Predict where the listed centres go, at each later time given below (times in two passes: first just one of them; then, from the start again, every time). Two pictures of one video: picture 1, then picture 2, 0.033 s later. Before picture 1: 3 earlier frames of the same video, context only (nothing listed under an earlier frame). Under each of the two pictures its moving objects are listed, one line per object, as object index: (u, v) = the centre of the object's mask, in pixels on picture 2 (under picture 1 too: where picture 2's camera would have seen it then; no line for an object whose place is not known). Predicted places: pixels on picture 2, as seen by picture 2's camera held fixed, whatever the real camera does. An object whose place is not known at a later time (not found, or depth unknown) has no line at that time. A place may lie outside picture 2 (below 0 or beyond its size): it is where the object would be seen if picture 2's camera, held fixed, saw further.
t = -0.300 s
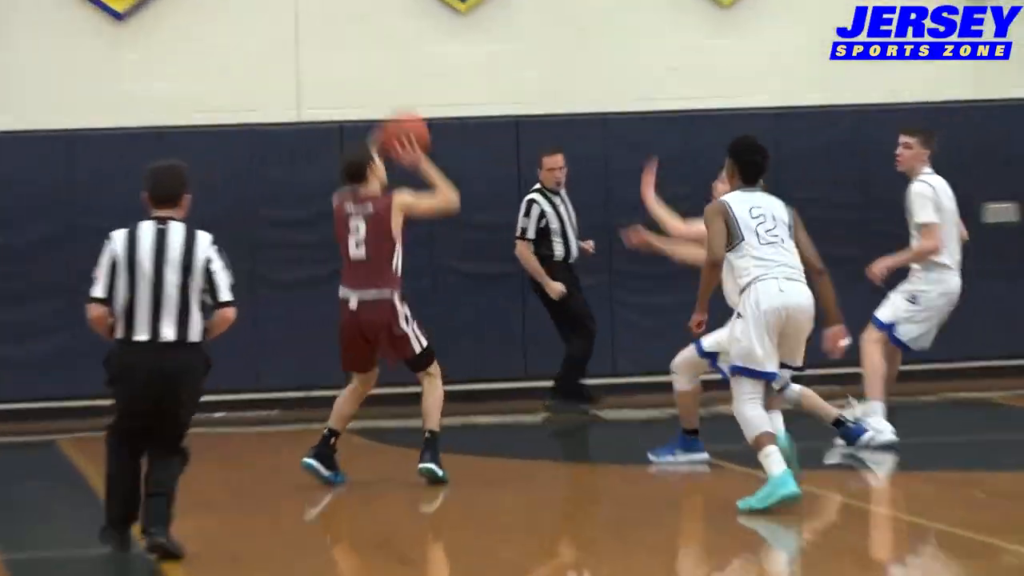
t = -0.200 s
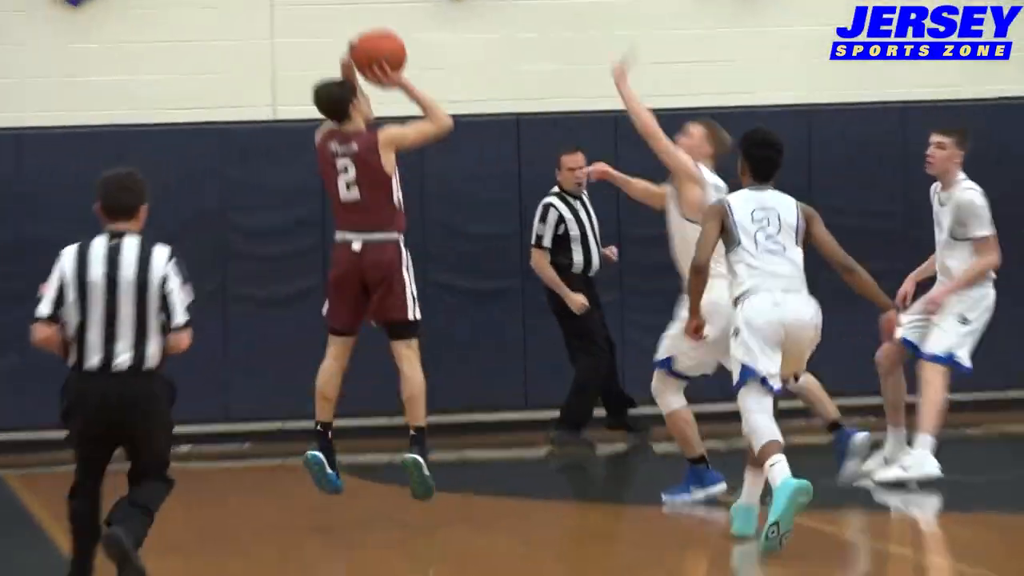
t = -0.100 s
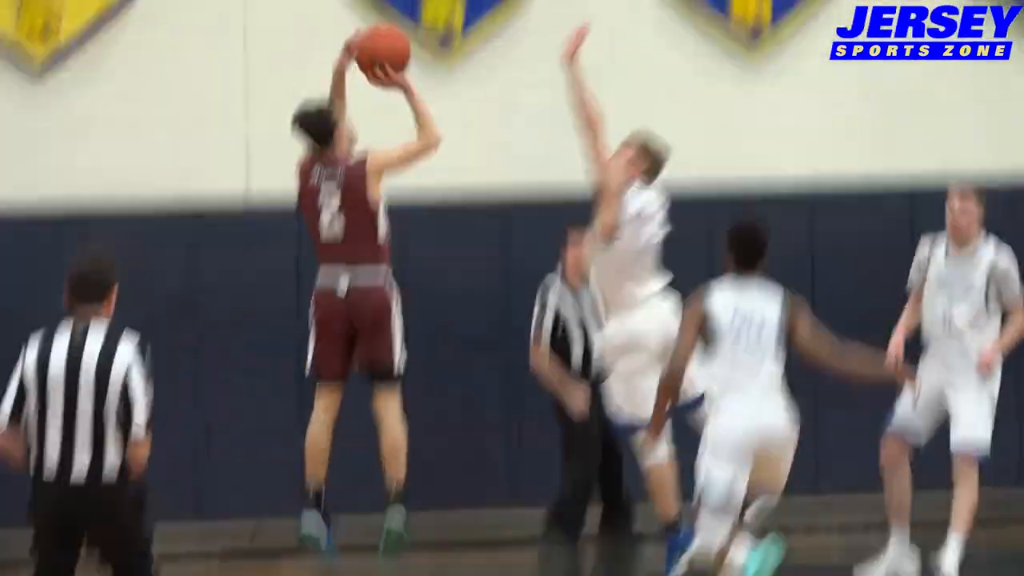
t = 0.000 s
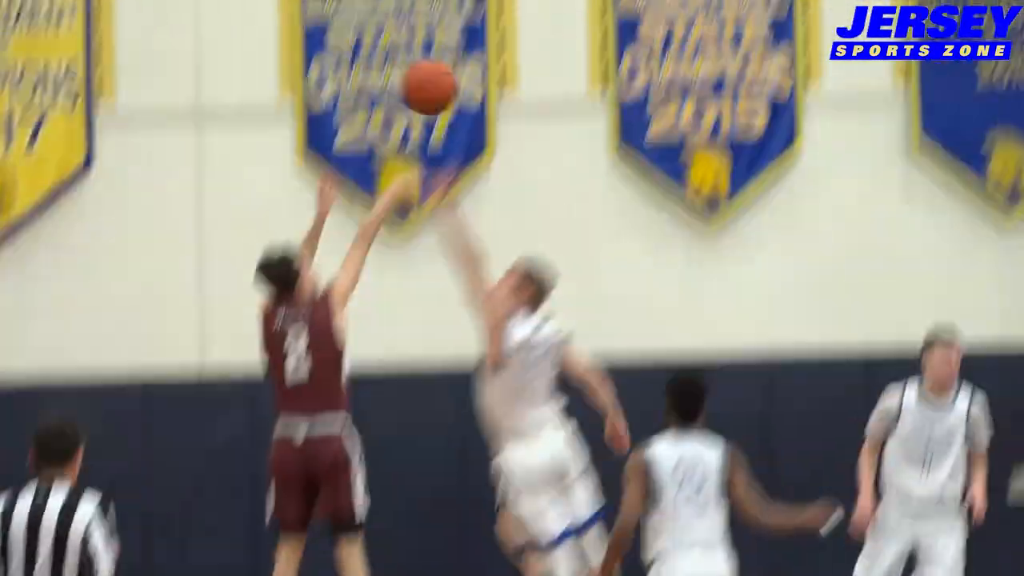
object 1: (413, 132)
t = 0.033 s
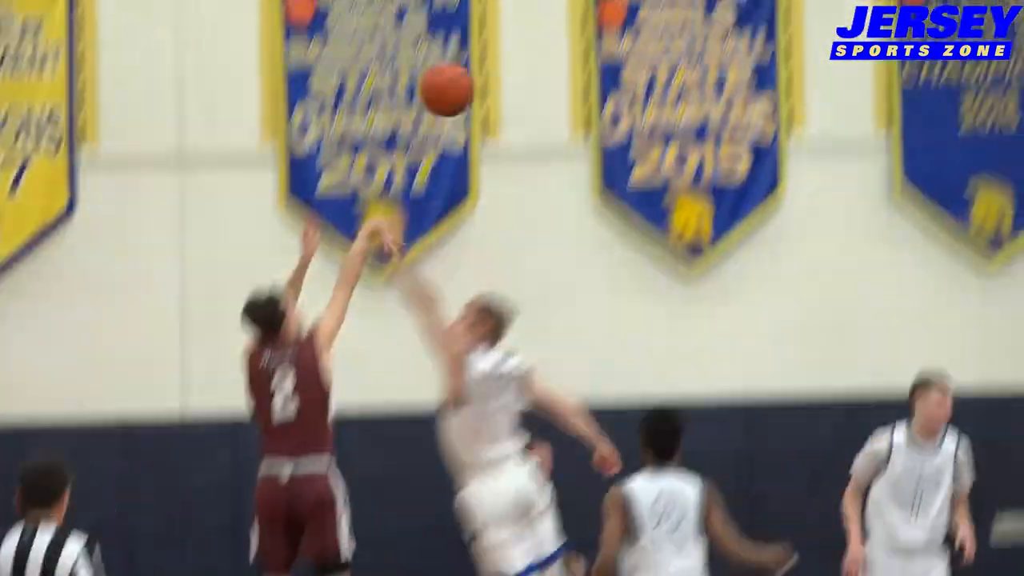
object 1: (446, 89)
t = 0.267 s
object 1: (678, -135)
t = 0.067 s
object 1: (480, 48)
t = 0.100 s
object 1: (513, 11)
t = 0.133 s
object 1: (546, -23)
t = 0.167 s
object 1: (579, -54)
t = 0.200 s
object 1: (612, -83)
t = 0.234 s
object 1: (644, -110)
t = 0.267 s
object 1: (678, -135)
